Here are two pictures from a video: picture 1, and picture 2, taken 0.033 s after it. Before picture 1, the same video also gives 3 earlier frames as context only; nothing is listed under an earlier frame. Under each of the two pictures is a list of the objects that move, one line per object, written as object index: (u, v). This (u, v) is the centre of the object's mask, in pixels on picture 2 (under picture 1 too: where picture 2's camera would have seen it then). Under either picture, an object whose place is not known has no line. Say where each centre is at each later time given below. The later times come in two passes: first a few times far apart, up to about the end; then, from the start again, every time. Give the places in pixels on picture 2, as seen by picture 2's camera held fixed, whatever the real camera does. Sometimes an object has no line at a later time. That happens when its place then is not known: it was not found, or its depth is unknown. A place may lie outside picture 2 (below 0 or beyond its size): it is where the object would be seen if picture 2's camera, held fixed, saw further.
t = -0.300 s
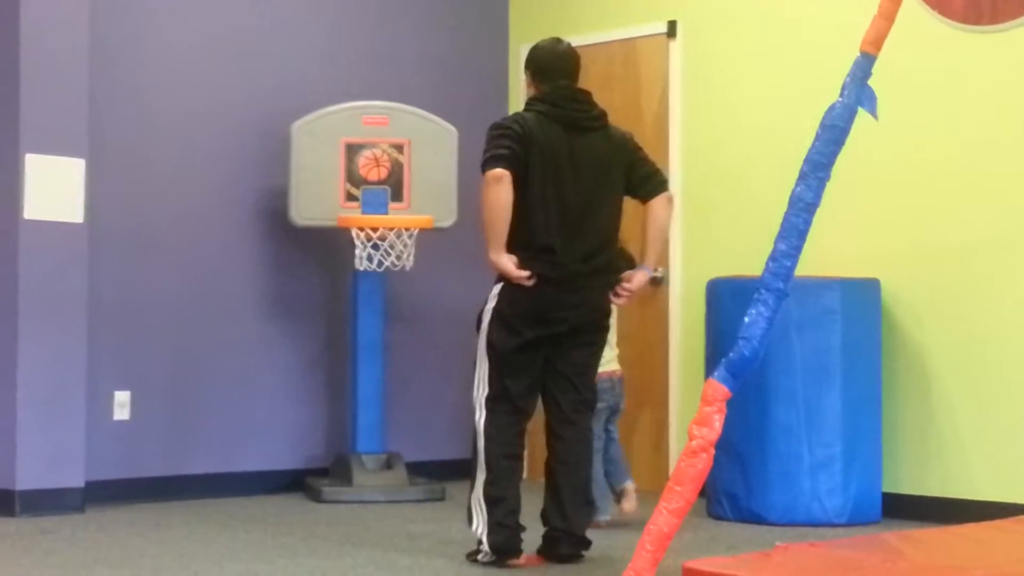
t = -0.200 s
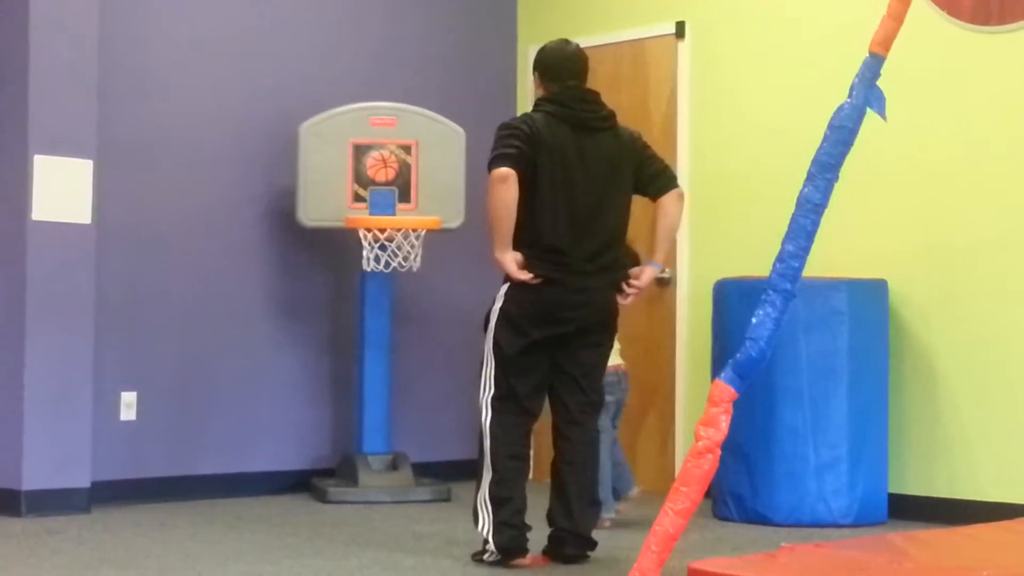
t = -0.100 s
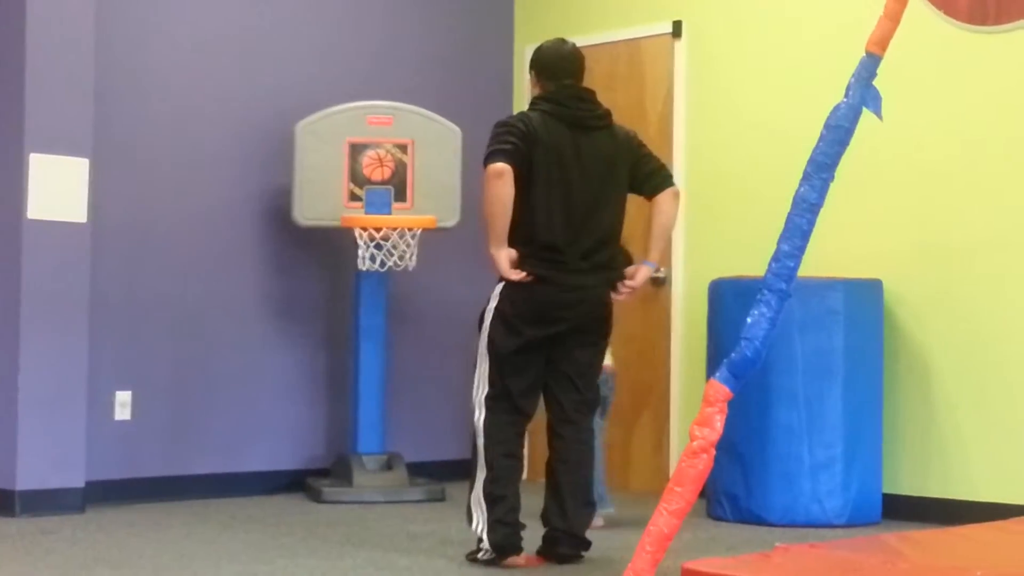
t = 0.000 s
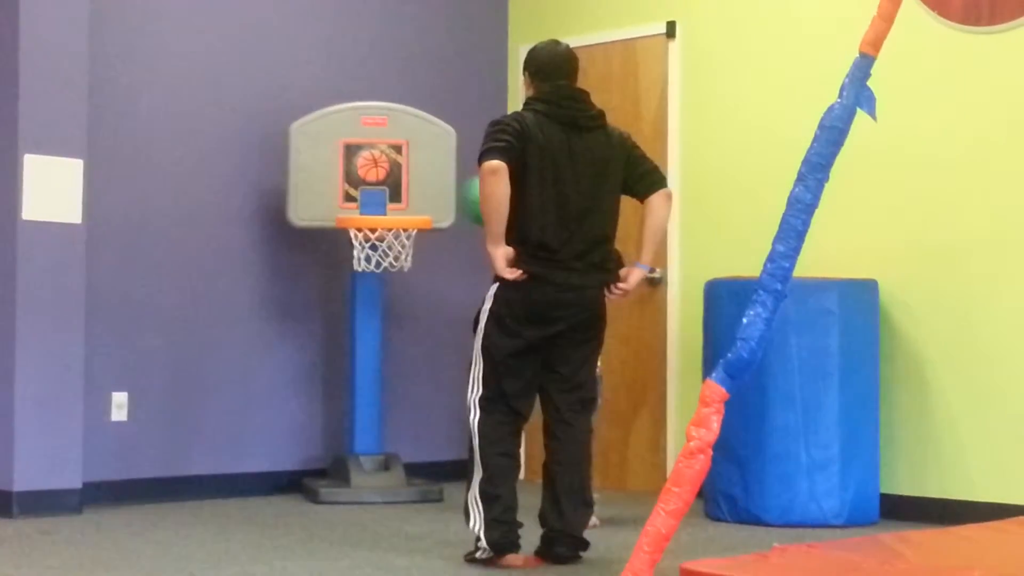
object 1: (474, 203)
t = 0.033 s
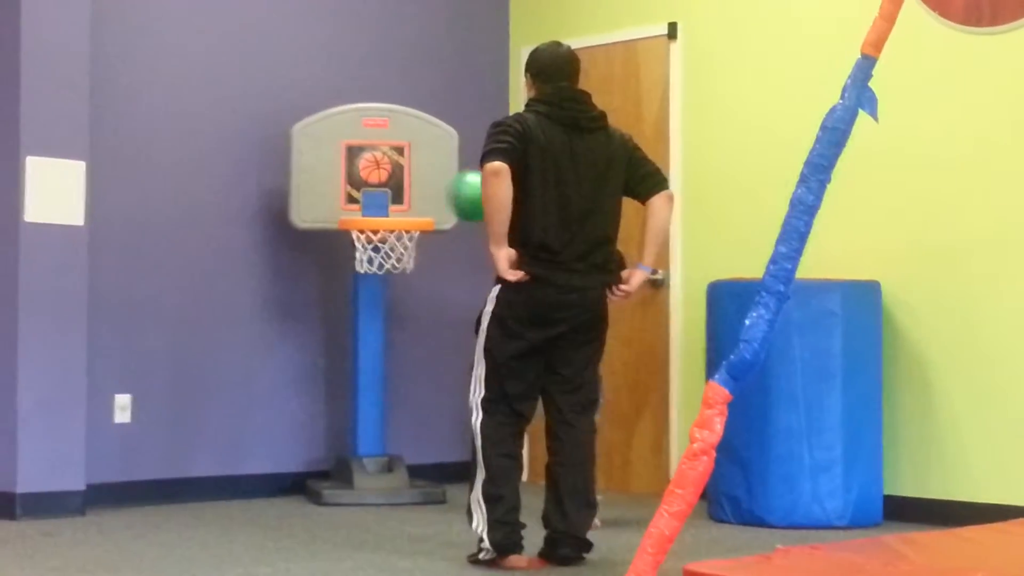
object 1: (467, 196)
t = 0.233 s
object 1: (387, 190)
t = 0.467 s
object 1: (321, 186)
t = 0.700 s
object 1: (308, 220)
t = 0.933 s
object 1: (300, 373)
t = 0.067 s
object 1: (458, 192)
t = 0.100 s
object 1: (443, 190)
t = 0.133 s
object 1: (426, 191)
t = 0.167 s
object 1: (410, 193)
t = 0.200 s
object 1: (398, 194)
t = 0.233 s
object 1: (387, 190)
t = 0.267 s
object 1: (379, 188)
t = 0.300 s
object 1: (369, 189)
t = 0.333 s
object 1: (357, 191)
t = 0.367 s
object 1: (347, 194)
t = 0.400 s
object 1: (338, 190)
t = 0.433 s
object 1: (331, 186)
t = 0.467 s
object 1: (321, 186)
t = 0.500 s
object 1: (317, 185)
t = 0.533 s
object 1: (315, 184)
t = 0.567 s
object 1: (314, 186)
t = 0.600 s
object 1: (313, 191)
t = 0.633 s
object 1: (311, 196)
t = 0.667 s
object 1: (309, 206)
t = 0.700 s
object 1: (308, 220)
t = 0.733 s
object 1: (306, 234)
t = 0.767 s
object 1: (306, 253)
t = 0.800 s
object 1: (305, 270)
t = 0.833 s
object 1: (303, 291)
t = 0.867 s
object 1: (302, 315)
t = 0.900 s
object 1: (301, 343)
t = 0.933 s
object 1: (300, 373)
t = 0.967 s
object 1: (299, 406)
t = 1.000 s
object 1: (297, 440)
